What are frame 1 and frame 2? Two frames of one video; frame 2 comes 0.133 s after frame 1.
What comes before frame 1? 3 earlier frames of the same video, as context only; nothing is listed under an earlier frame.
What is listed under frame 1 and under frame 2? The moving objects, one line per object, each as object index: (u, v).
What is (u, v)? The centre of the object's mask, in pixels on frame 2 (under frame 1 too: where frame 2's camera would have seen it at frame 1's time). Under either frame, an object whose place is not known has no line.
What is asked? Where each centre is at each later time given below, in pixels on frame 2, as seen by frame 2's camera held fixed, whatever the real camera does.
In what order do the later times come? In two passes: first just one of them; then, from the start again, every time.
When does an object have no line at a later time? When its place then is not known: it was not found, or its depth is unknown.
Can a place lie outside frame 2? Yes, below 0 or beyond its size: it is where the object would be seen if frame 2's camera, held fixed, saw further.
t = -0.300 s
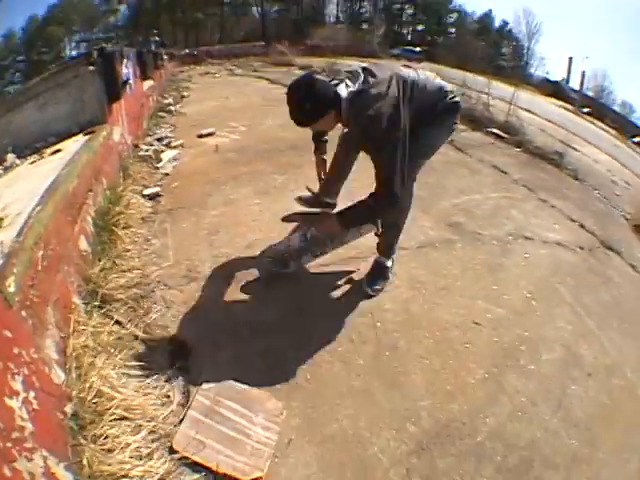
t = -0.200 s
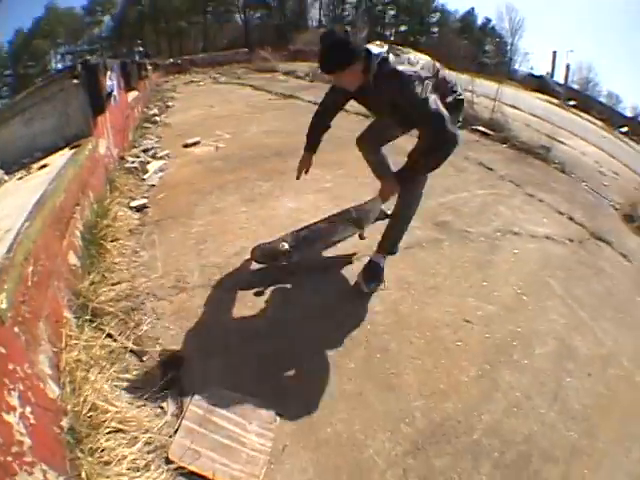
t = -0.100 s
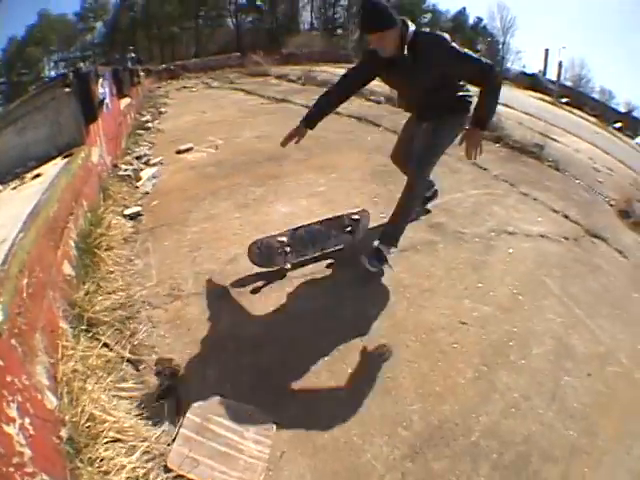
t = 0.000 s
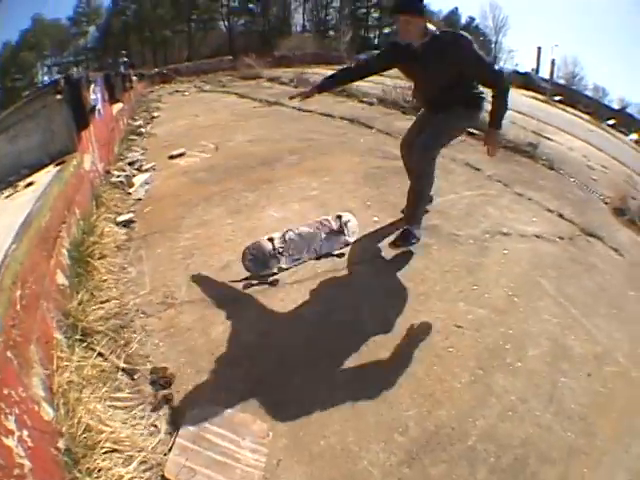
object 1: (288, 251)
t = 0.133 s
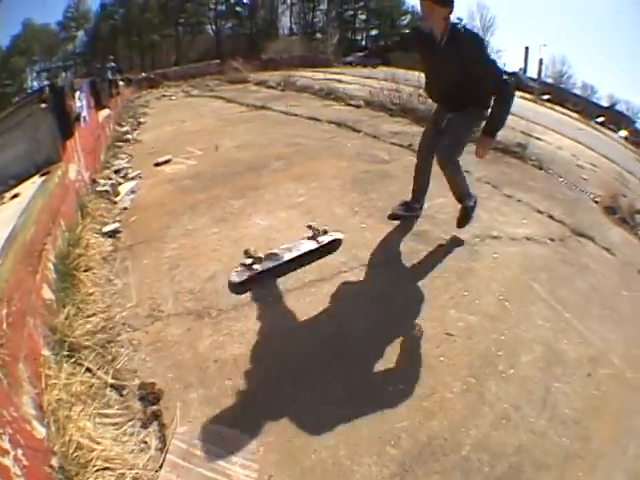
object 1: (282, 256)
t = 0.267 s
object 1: (279, 247)
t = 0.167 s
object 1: (283, 255)
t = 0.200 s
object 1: (284, 250)
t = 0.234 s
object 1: (280, 249)
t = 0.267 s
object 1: (279, 247)
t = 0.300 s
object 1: (278, 245)
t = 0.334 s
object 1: (277, 245)
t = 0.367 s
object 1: (276, 245)
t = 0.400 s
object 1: (275, 244)
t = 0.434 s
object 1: (274, 244)
